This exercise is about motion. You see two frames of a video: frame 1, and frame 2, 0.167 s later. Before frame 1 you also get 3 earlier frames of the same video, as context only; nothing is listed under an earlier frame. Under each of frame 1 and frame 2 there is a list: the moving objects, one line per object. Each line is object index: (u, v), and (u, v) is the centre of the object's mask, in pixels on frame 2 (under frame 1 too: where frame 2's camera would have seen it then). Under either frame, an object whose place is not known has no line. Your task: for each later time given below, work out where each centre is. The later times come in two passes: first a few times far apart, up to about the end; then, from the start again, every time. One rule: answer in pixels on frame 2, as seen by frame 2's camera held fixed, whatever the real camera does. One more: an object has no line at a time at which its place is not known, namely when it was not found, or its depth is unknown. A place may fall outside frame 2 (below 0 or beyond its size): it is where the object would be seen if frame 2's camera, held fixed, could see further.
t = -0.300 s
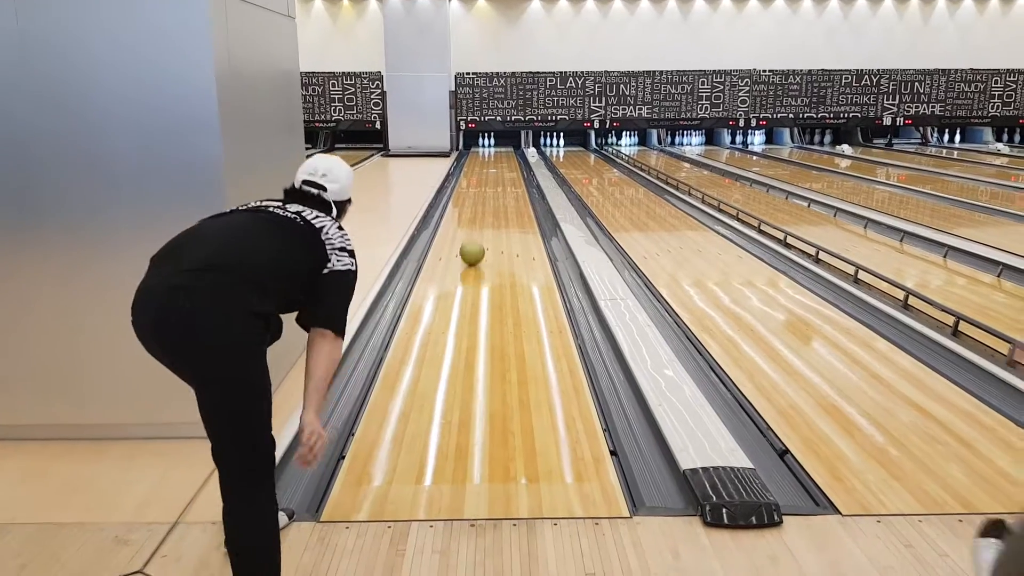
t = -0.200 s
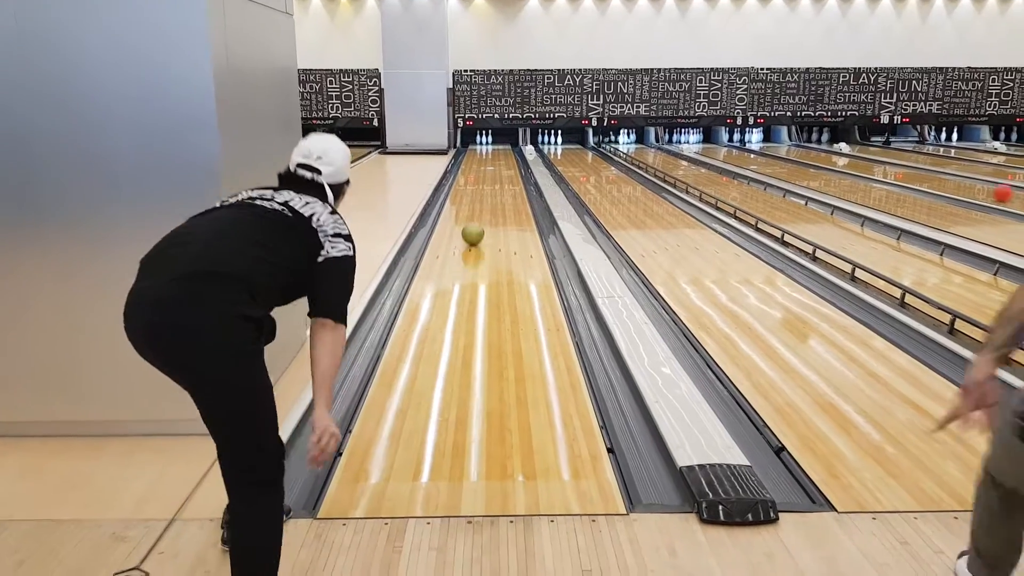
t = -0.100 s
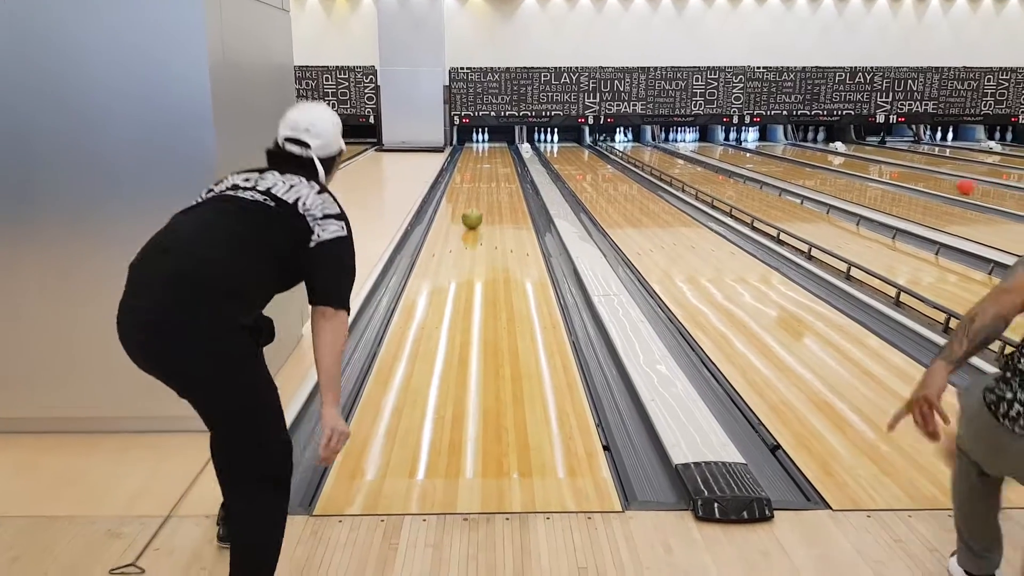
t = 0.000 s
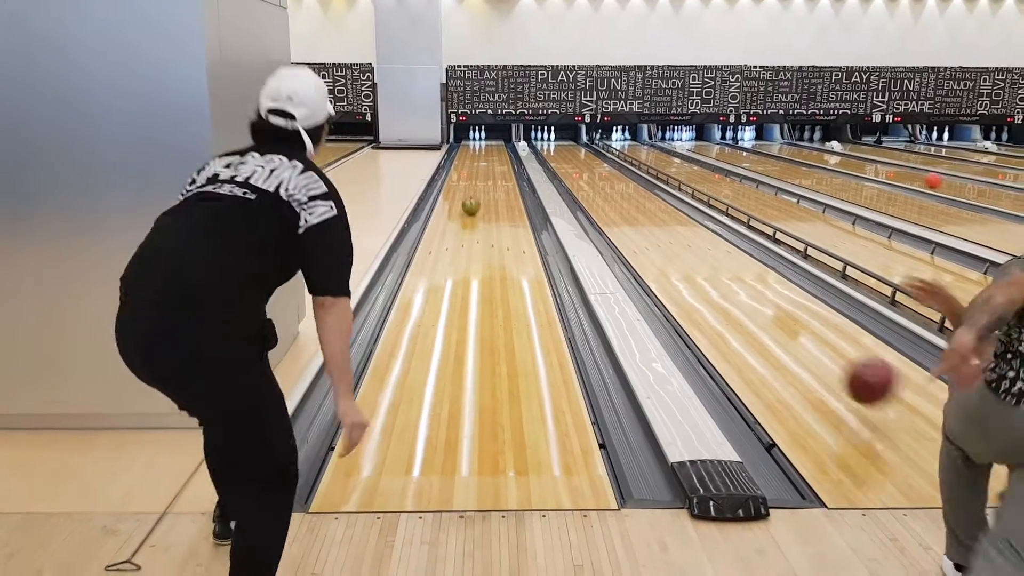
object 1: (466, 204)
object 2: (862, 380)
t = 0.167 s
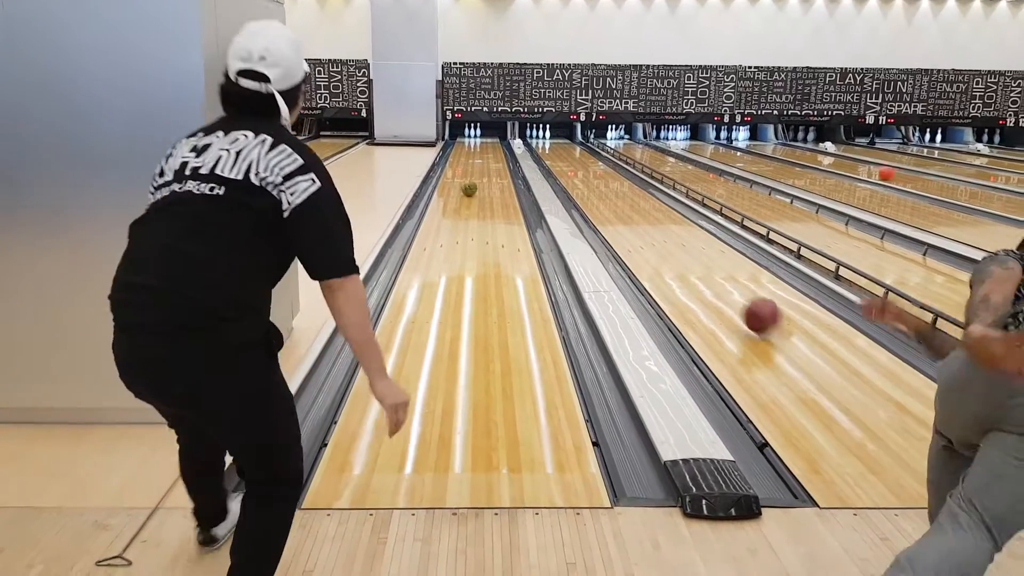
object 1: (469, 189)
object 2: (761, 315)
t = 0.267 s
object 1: (470, 182)
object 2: (722, 284)
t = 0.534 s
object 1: (472, 165)
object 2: (657, 230)
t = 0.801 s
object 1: (472, 154)
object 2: (619, 200)
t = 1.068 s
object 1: (474, 147)
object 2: (594, 179)
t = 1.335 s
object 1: (475, 141)
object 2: (577, 165)
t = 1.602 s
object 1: (476, 134)
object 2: (563, 155)
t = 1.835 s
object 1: (479, 131)
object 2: (554, 147)
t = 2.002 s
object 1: (485, 132)
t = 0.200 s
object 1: (469, 187)
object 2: (747, 305)
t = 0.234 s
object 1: (469, 184)
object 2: (734, 294)
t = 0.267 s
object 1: (470, 182)
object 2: (722, 284)
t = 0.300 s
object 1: (470, 179)
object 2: (712, 275)
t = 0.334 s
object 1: (470, 177)
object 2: (702, 267)
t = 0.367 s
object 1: (471, 174)
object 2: (693, 260)
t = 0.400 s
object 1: (471, 173)
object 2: (685, 253)
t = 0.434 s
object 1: (471, 171)
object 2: (677, 247)
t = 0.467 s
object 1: (471, 169)
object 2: (671, 241)
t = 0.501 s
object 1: (471, 167)
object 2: (664, 236)
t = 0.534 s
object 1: (472, 165)
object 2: (657, 230)
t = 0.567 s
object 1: (472, 164)
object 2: (652, 226)
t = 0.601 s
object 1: (472, 162)
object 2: (646, 222)
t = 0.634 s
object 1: (472, 161)
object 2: (641, 218)
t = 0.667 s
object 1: (471, 160)
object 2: (636, 214)
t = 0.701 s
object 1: (472, 158)
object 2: (631, 210)
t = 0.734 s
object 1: (472, 157)
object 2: (627, 207)
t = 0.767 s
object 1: (472, 155)
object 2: (623, 203)
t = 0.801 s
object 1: (472, 154)
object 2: (619, 200)
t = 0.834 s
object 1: (472, 153)
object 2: (615, 197)
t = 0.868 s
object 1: (472, 152)
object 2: (612, 195)
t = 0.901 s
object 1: (472, 151)
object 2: (608, 192)
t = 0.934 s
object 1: (473, 151)
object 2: (605, 189)
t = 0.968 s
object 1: (473, 150)
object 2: (602, 187)
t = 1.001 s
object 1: (473, 149)
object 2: (600, 184)
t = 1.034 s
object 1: (474, 148)
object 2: (597, 181)
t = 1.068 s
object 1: (474, 147)
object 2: (594, 179)
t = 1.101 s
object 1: (475, 145)
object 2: (592, 178)
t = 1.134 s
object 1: (475, 145)
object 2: (590, 176)
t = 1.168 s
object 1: (475, 144)
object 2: (588, 174)
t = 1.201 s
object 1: (475, 144)
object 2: (585, 172)
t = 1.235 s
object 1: (475, 143)
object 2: (583, 171)
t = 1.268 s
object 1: (475, 142)
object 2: (581, 169)
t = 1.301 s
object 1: (475, 142)
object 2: (579, 167)
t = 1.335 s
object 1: (475, 141)
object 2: (577, 165)
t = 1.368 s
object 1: (476, 140)
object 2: (575, 164)
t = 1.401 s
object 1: (476, 139)
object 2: (573, 163)
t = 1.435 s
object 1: (476, 137)
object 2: (570, 161)
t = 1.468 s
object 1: (475, 137)
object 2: (569, 160)
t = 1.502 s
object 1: (476, 136)
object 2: (567, 159)
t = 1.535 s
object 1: (476, 136)
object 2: (566, 158)
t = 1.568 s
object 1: (475, 134)
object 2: (564, 156)
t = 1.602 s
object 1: (476, 134)
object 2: (563, 155)
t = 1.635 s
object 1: (476, 133)
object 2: (561, 153)
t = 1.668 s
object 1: (476, 133)
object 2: (560, 152)
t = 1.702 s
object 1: (476, 132)
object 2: (559, 151)
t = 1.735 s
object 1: (476, 132)
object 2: (557, 150)
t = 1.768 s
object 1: (477, 132)
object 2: (556, 149)
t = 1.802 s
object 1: (478, 131)
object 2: (555, 148)
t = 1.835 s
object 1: (479, 131)
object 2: (554, 147)
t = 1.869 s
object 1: (481, 131)
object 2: (553, 146)
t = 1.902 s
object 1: (481, 131)
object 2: (552, 146)
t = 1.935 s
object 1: (482, 131)
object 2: (551, 145)
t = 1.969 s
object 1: (483, 131)
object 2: (550, 144)
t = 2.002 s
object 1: (485, 132)
